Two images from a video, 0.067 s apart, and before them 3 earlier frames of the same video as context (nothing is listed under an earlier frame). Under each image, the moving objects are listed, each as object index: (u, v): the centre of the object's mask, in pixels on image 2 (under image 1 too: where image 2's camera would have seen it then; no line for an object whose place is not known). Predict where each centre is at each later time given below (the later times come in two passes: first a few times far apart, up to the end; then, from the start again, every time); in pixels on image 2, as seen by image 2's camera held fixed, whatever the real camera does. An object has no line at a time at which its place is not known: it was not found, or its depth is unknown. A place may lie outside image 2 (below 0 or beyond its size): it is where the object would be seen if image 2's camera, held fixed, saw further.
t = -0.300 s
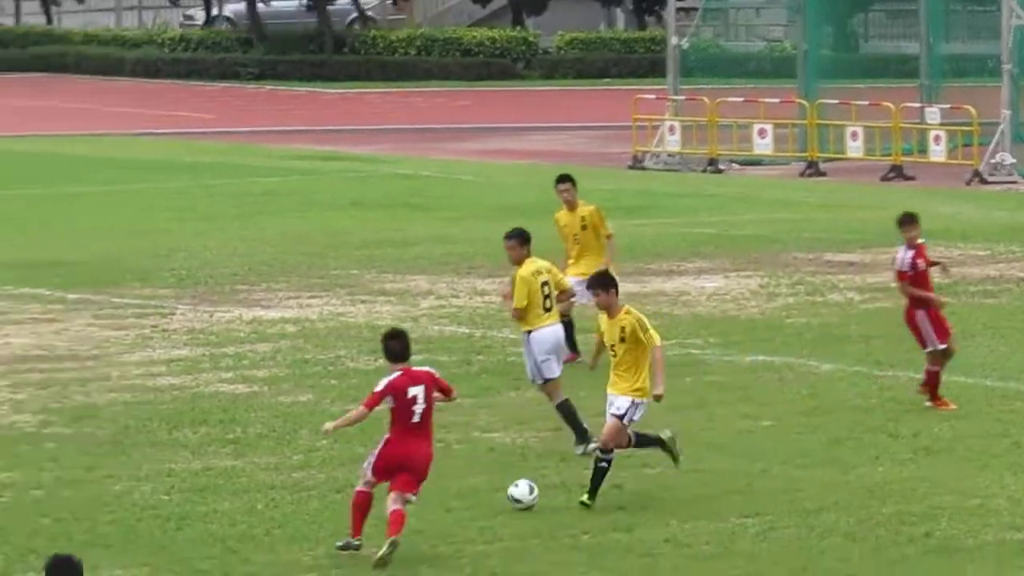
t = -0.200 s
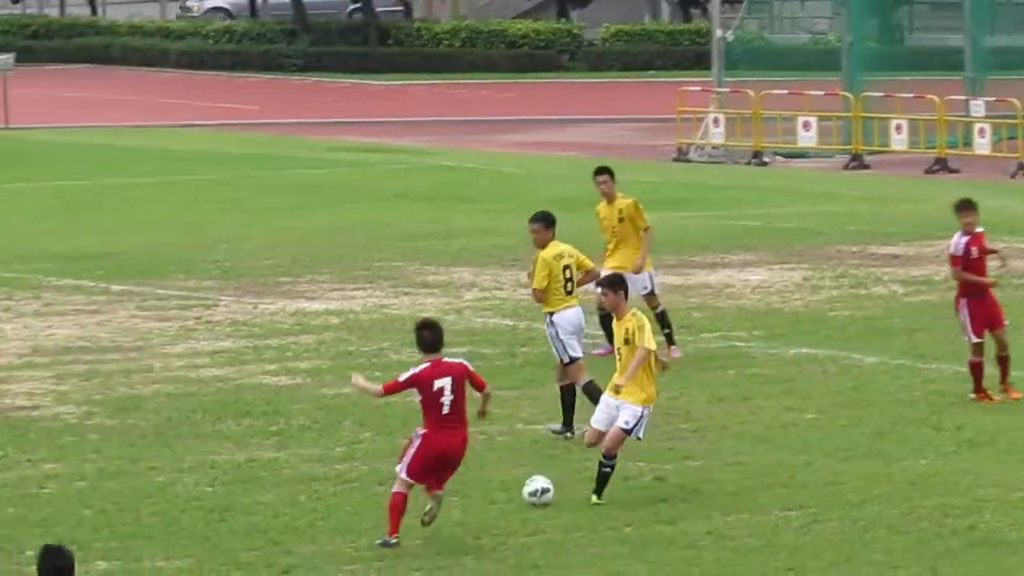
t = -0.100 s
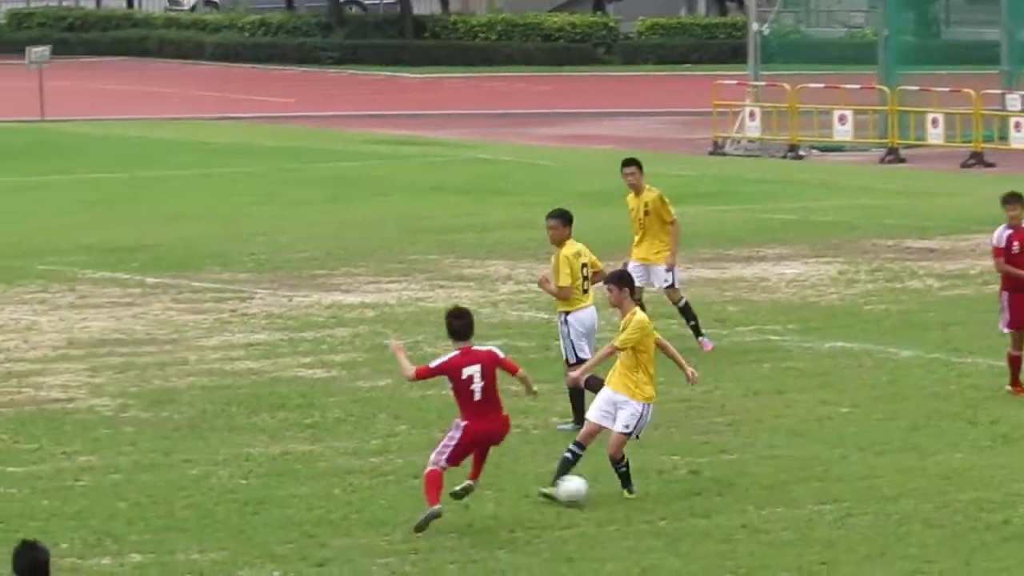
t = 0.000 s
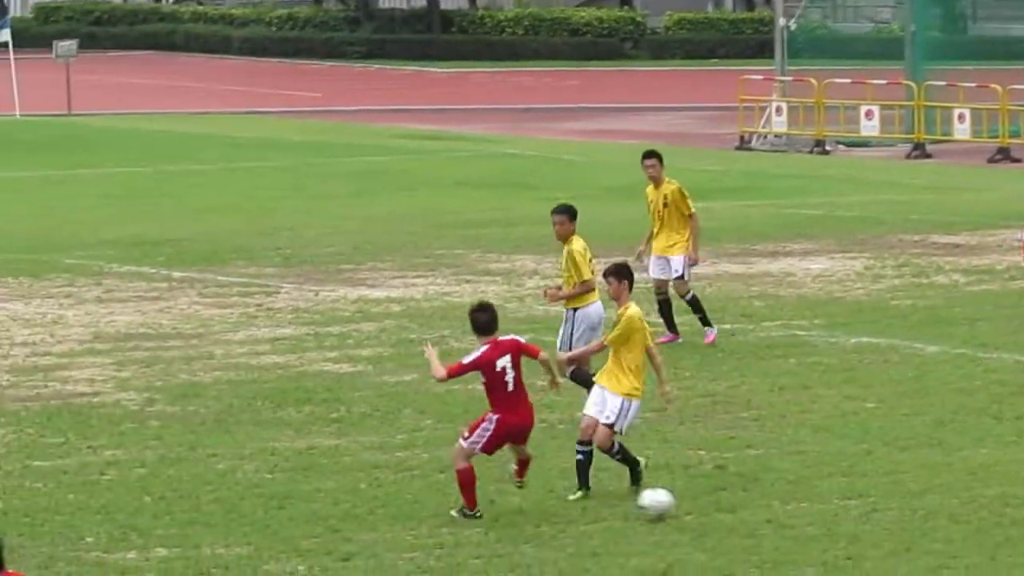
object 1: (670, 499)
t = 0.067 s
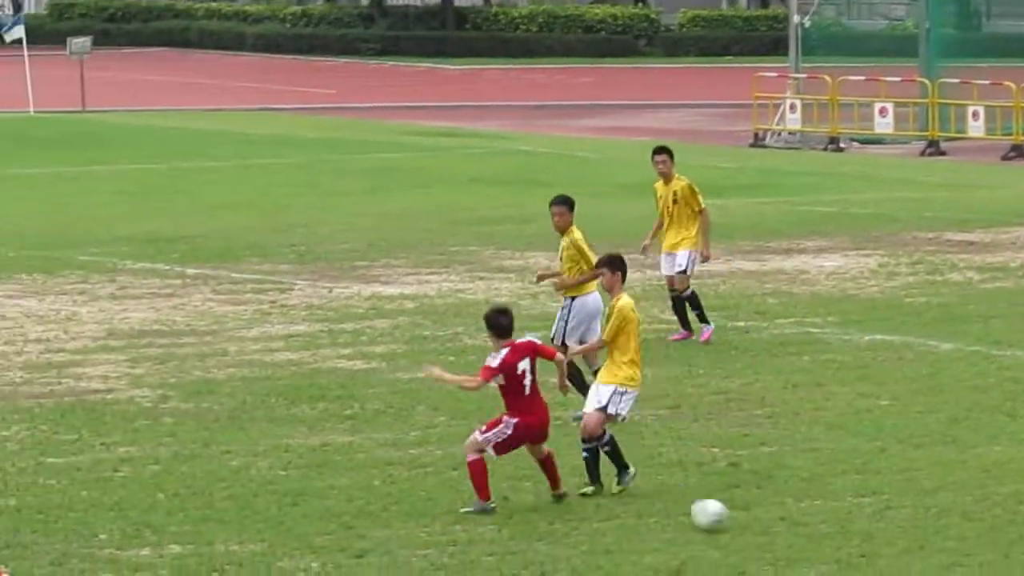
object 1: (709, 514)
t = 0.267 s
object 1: (815, 547)
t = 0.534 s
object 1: (940, 581)
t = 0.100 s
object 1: (728, 522)
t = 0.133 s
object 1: (746, 527)
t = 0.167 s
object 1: (764, 533)
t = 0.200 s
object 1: (782, 538)
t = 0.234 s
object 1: (800, 543)
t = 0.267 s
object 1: (815, 547)
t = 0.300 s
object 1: (832, 553)
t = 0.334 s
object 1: (849, 558)
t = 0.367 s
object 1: (864, 560)
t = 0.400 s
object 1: (877, 559)
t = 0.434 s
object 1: (892, 563)
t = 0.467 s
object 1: (907, 567)
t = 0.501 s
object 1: (924, 575)
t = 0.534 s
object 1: (940, 581)
